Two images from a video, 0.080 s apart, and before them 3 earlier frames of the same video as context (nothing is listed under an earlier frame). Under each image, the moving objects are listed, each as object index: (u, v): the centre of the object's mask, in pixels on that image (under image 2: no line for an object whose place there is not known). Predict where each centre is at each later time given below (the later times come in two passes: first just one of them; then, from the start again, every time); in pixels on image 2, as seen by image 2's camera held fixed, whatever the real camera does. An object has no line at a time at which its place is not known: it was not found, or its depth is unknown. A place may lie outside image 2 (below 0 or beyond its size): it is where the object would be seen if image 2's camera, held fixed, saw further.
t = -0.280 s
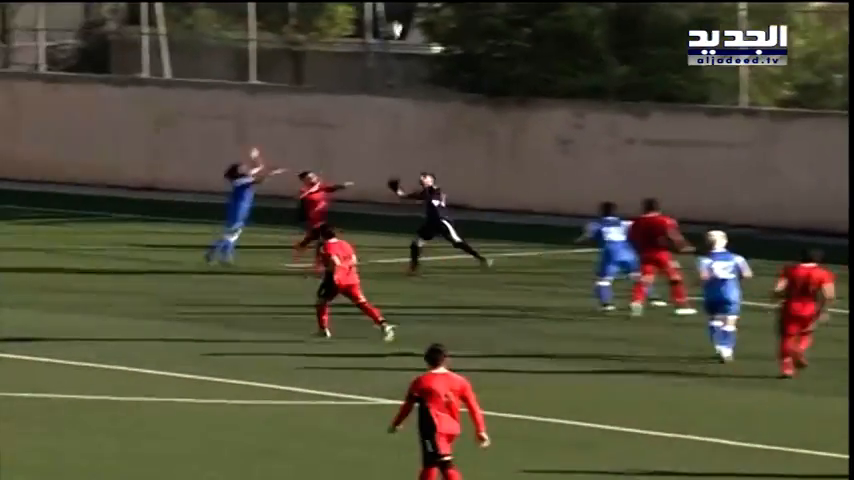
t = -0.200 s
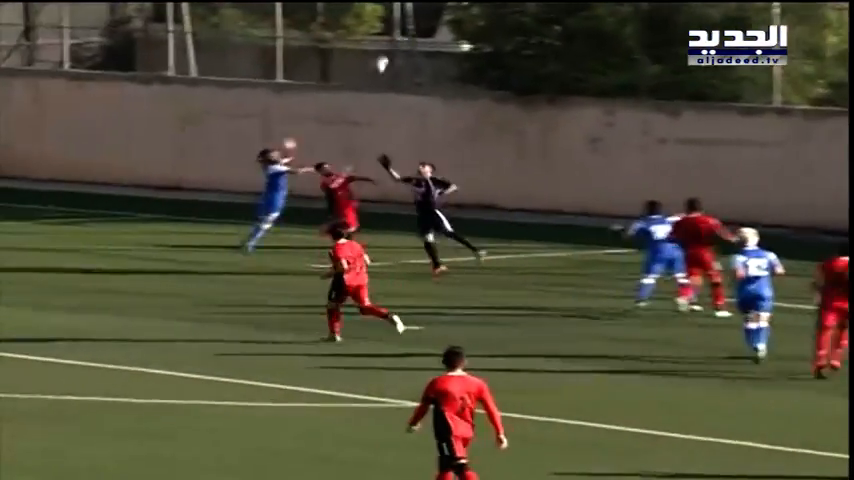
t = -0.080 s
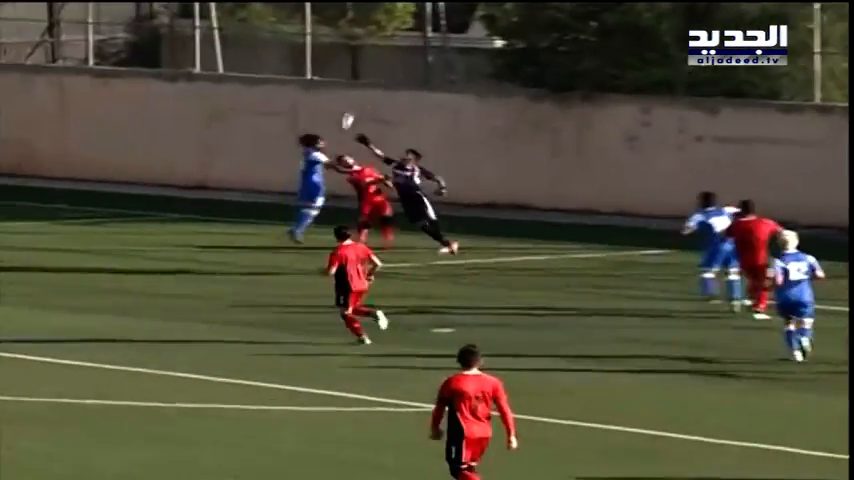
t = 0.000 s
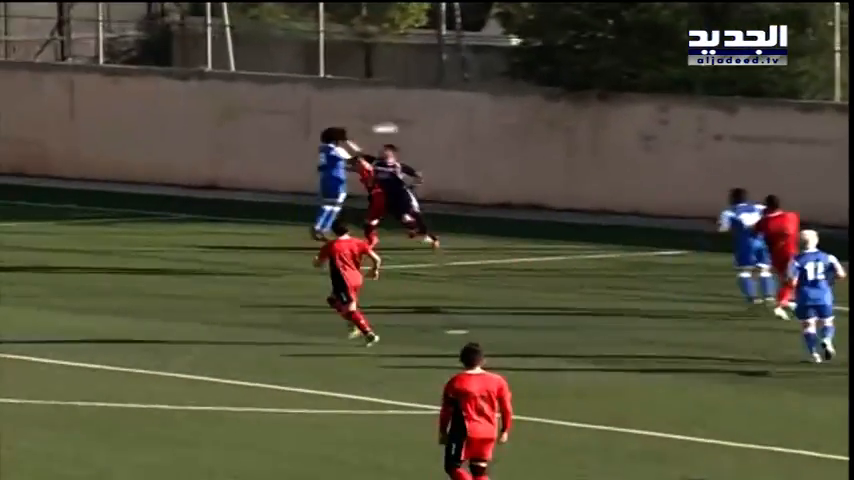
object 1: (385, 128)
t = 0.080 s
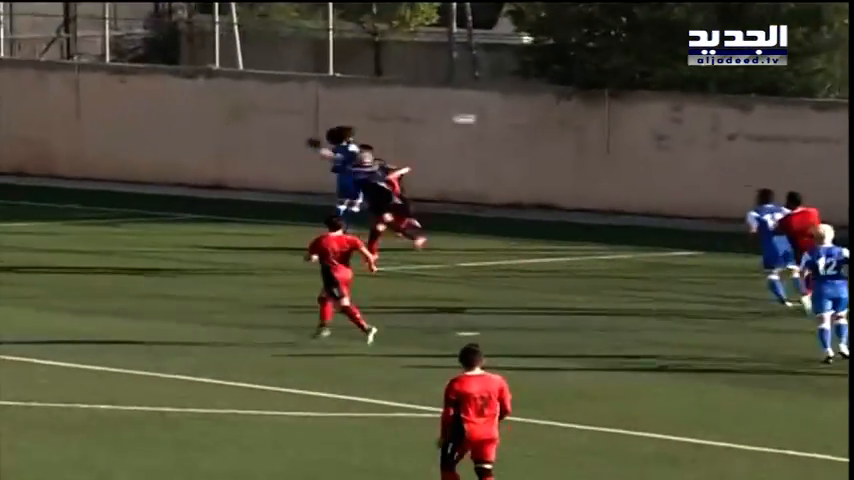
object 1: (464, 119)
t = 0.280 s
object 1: (634, 120)
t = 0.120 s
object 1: (499, 118)
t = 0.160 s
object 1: (535, 116)
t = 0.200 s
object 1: (569, 117)
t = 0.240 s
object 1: (603, 117)
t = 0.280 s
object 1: (634, 120)
